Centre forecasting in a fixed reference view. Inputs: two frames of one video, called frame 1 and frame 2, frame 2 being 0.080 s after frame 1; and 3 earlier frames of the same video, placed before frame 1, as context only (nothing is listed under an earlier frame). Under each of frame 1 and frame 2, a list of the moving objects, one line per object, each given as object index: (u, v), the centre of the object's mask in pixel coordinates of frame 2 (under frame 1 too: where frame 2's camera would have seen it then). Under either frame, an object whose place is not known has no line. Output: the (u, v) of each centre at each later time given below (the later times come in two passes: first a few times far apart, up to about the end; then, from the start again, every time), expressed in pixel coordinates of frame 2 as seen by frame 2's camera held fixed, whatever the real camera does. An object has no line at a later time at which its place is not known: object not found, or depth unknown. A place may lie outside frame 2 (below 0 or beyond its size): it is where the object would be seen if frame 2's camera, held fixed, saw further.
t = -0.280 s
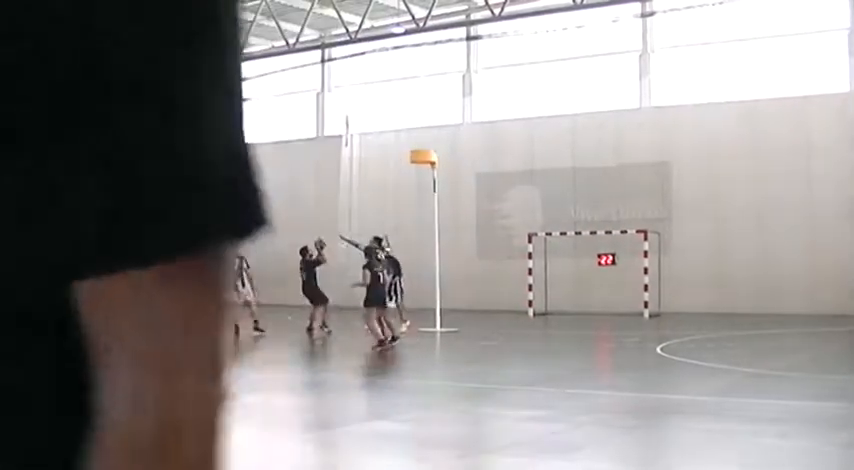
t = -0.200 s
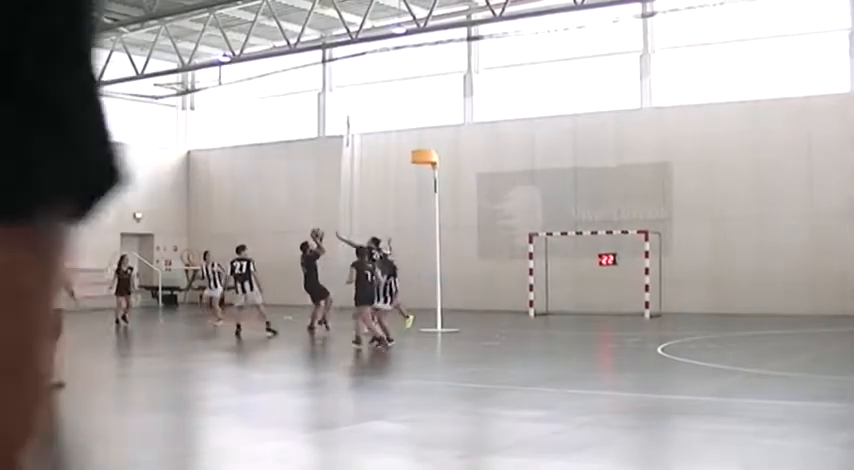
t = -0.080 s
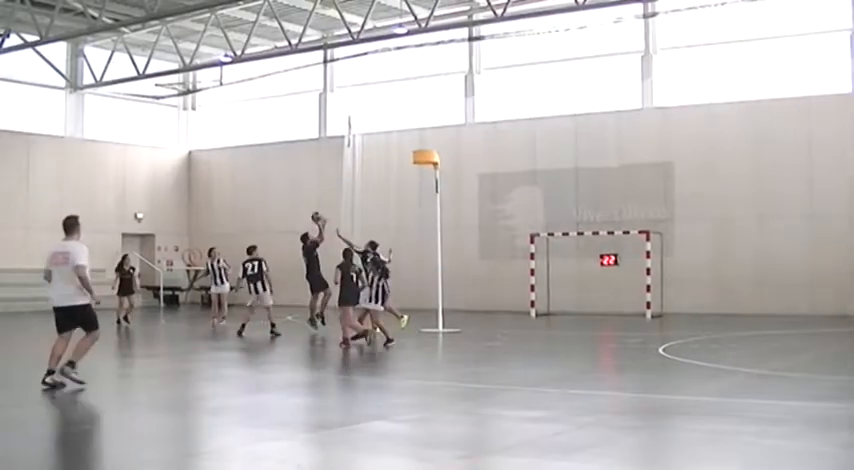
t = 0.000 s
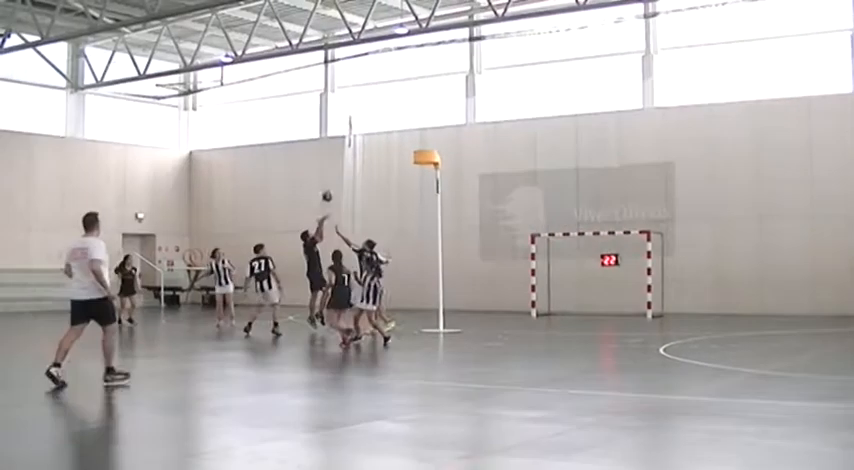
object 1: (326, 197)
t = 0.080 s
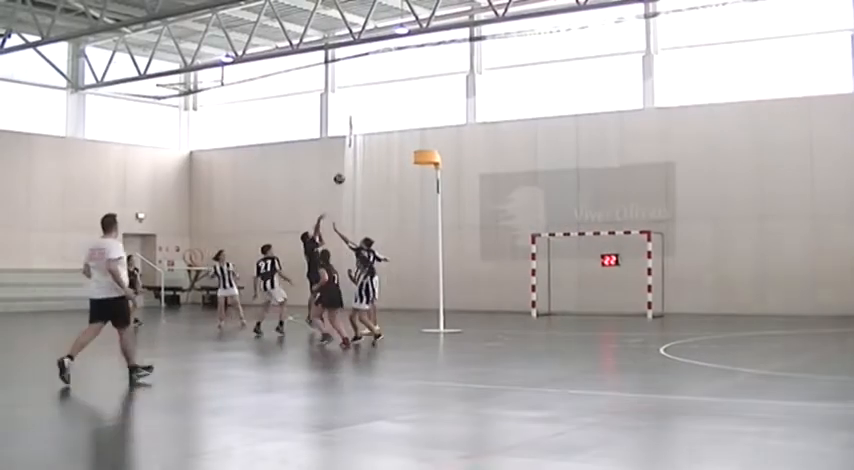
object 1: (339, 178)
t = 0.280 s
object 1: (366, 150)
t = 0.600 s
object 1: (409, 147)
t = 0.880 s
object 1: (389, 149)
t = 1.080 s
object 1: (373, 177)
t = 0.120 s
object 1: (344, 171)
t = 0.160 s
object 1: (349, 164)
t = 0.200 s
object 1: (355, 159)
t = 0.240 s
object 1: (360, 154)
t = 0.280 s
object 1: (366, 150)
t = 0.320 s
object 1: (373, 146)
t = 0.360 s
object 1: (376, 144)
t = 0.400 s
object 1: (381, 142)
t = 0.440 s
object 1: (388, 142)
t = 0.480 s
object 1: (393, 142)
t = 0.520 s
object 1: (398, 143)
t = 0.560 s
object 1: (403, 144)
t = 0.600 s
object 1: (409, 147)
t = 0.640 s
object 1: (409, 147)
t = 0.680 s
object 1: (406, 146)
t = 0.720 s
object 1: (401, 145)
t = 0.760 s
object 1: (397, 145)
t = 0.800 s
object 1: (393, 145)
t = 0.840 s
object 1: (391, 148)
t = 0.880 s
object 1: (389, 149)
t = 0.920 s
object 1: (384, 153)
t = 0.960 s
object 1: (381, 157)
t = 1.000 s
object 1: (378, 163)
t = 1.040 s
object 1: (376, 170)
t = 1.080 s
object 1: (373, 177)
